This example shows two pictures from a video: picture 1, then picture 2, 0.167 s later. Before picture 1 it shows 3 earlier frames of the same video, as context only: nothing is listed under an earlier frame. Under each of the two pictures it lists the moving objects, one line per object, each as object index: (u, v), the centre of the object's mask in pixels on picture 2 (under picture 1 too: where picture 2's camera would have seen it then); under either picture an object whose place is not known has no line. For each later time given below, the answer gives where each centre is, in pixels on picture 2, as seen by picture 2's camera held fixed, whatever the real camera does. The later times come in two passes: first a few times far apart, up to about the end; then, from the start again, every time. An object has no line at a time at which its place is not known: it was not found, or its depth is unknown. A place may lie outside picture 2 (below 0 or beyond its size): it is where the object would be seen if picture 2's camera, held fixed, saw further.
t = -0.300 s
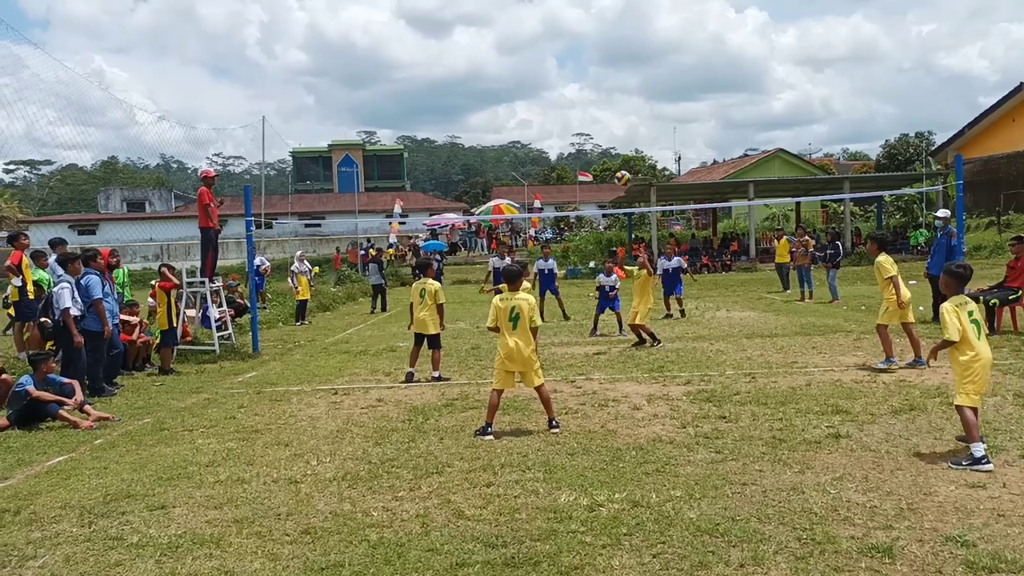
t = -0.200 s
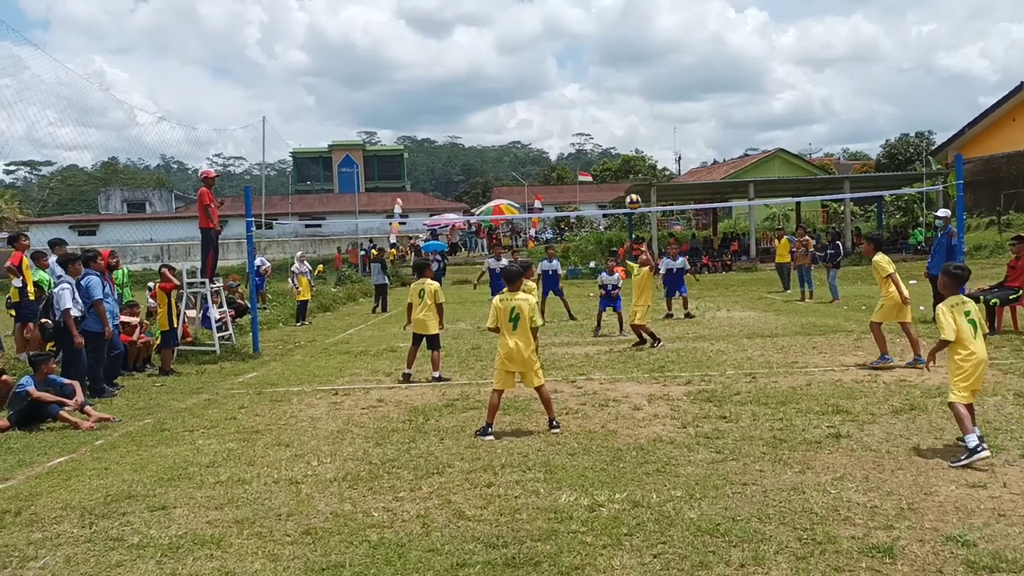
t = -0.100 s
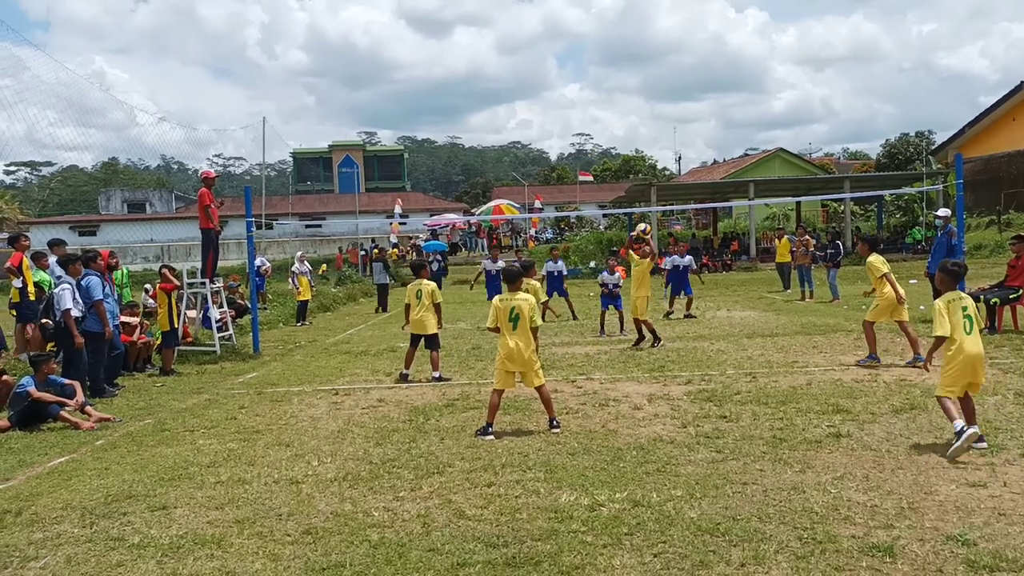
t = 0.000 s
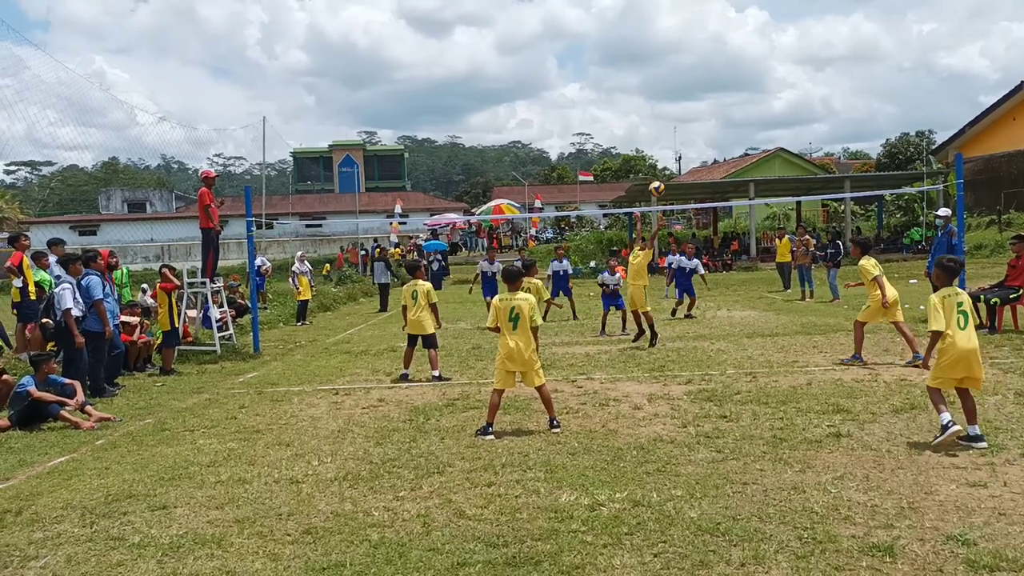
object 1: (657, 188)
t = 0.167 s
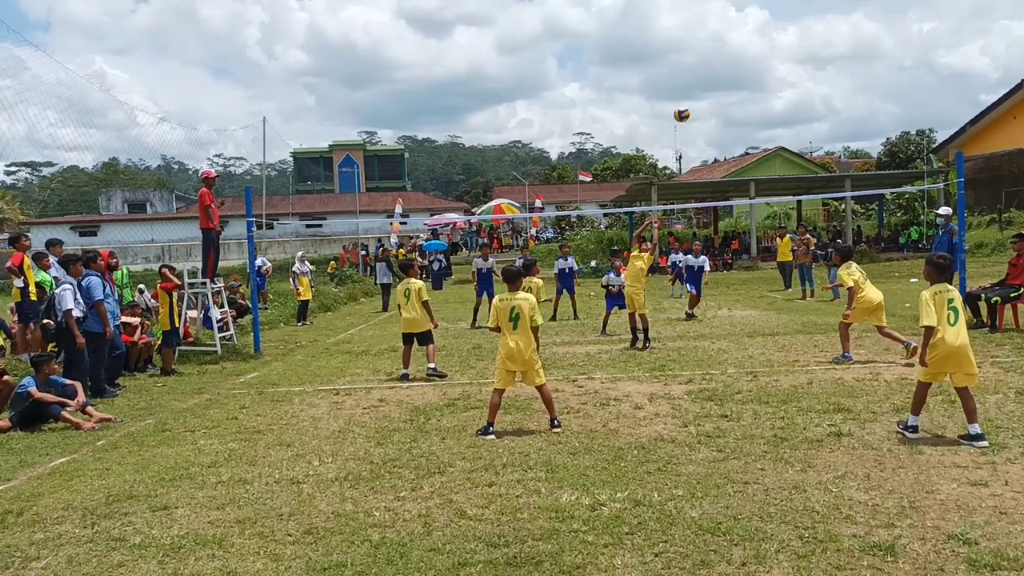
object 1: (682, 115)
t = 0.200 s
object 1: (686, 102)
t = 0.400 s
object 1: (718, 45)
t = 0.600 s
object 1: (751, 16)
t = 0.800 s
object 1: (786, 19)
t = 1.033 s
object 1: (828, 62)
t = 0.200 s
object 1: (686, 102)
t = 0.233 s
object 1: (692, 90)
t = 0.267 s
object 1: (697, 79)
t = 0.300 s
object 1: (702, 70)
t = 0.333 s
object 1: (707, 61)
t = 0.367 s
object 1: (712, 52)
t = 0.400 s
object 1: (718, 45)
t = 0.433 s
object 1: (723, 38)
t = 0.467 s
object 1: (729, 32)
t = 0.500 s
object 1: (734, 27)
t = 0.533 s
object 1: (740, 22)
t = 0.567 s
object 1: (746, 19)
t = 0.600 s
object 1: (751, 16)
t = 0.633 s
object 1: (757, 14)
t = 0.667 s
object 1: (763, 14)
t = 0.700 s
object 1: (768, 14)
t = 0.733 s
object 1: (774, 14)
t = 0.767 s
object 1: (780, 16)
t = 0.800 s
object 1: (786, 19)
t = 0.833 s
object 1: (792, 22)
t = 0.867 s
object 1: (798, 27)
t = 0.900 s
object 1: (804, 32)
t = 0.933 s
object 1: (810, 38)
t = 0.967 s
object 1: (816, 45)
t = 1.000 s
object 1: (822, 53)
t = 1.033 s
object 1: (828, 62)
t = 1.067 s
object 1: (834, 71)
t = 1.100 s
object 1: (840, 82)
